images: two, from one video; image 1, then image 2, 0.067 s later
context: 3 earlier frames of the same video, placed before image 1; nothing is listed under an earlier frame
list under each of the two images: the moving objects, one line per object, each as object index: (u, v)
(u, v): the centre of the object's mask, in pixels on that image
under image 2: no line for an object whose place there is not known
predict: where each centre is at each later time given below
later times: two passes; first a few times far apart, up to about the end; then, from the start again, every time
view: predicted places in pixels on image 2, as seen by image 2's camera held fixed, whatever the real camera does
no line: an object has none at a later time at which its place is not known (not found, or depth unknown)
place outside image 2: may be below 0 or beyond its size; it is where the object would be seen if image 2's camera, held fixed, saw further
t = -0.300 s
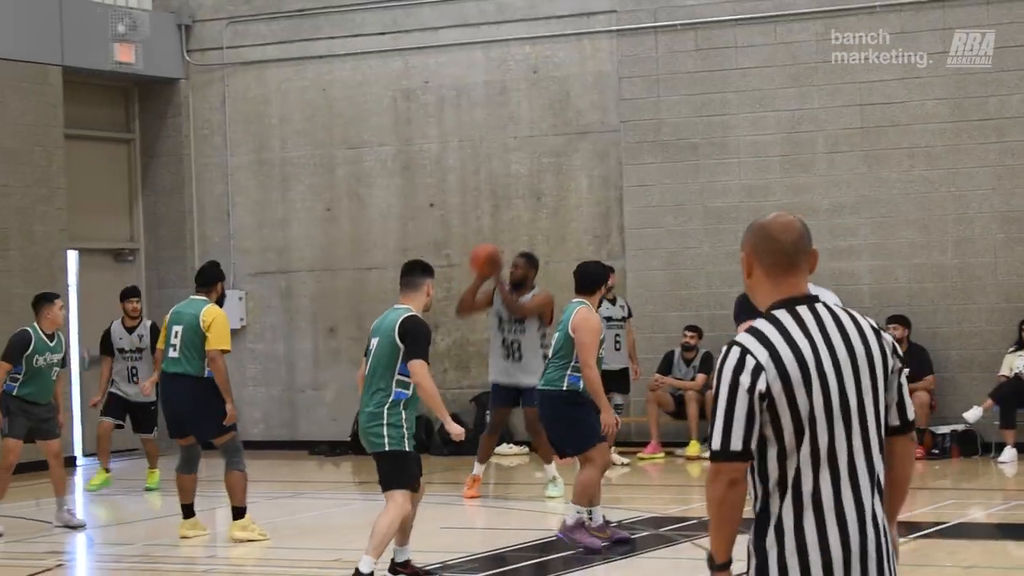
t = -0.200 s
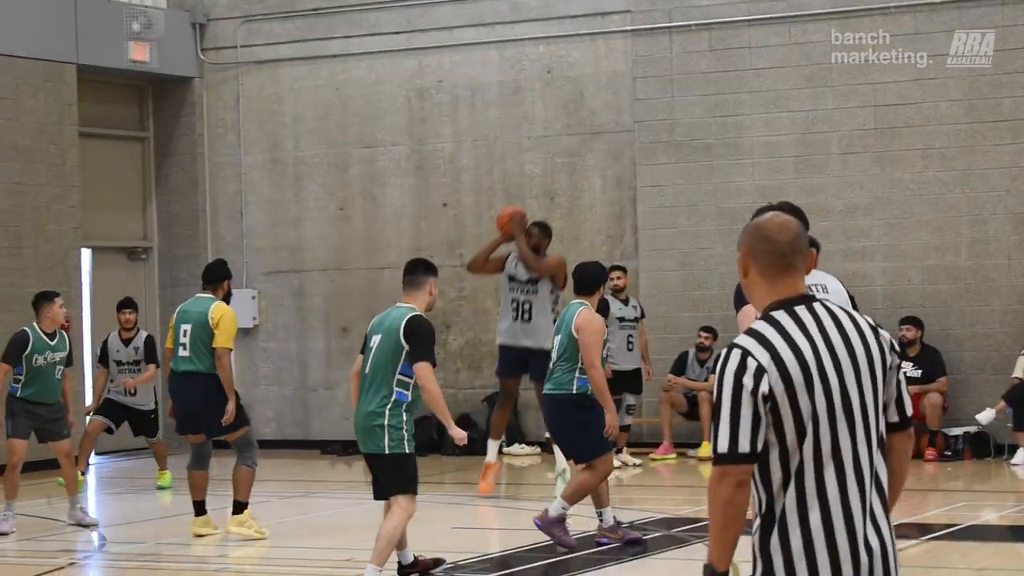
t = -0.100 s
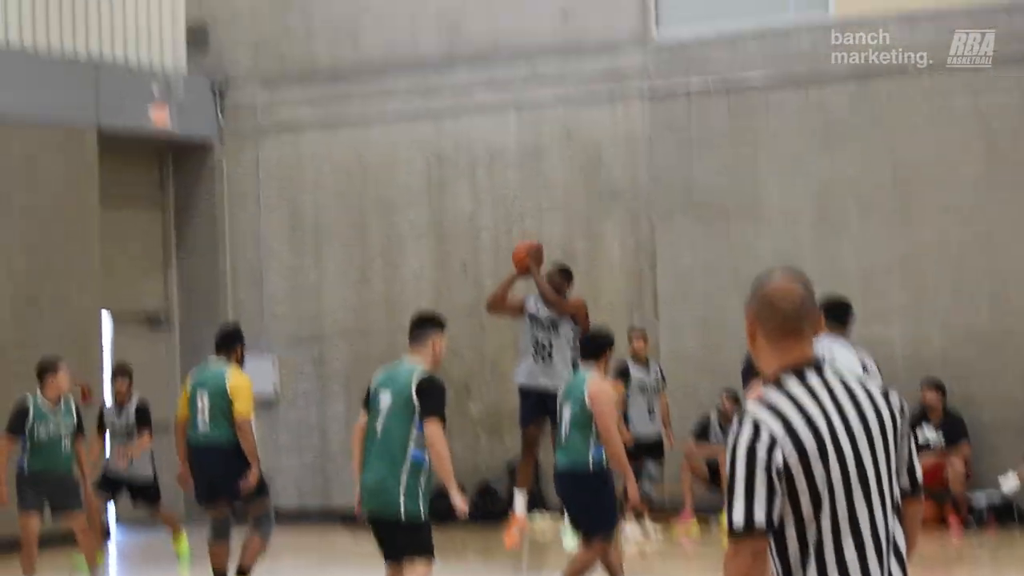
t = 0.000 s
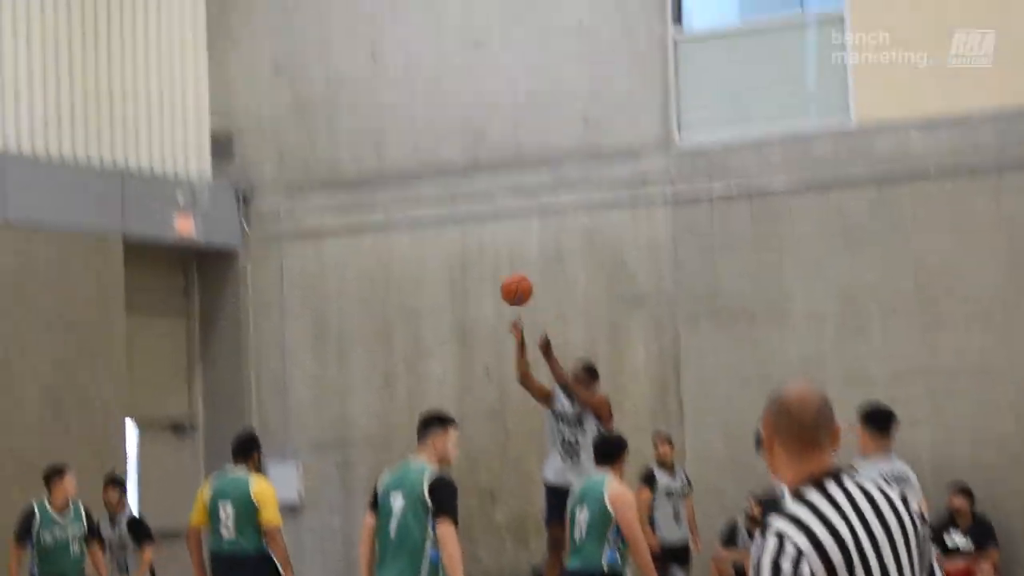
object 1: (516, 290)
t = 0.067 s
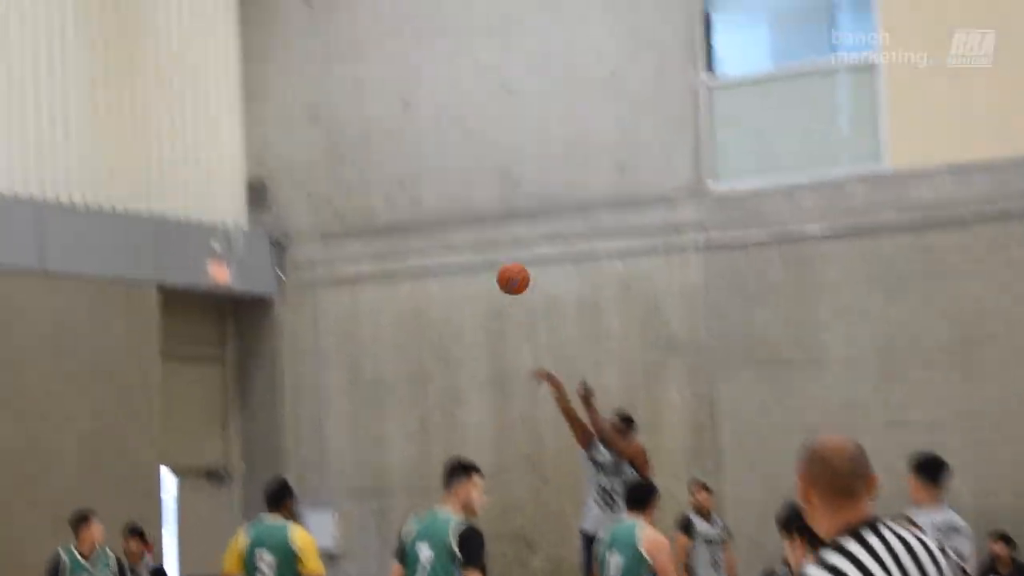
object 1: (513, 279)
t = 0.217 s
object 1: (426, 170)
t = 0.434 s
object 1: (300, 56)
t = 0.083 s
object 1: (504, 264)
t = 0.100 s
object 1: (495, 252)
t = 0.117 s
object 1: (484, 239)
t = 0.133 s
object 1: (475, 226)
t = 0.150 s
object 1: (465, 215)
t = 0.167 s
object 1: (455, 203)
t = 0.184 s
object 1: (446, 192)
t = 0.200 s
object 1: (436, 180)
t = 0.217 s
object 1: (426, 170)
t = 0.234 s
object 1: (416, 159)
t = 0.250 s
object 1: (406, 148)
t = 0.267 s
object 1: (396, 138)
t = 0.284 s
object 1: (386, 128)
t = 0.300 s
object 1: (376, 119)
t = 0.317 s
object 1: (367, 110)
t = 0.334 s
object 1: (357, 101)
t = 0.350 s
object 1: (348, 93)
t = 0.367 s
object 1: (338, 85)
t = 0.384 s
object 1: (329, 77)
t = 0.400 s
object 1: (319, 70)
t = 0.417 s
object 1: (310, 63)
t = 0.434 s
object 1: (300, 56)
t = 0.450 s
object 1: (291, 49)
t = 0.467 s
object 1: (281, 43)
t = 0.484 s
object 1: (271, 38)
